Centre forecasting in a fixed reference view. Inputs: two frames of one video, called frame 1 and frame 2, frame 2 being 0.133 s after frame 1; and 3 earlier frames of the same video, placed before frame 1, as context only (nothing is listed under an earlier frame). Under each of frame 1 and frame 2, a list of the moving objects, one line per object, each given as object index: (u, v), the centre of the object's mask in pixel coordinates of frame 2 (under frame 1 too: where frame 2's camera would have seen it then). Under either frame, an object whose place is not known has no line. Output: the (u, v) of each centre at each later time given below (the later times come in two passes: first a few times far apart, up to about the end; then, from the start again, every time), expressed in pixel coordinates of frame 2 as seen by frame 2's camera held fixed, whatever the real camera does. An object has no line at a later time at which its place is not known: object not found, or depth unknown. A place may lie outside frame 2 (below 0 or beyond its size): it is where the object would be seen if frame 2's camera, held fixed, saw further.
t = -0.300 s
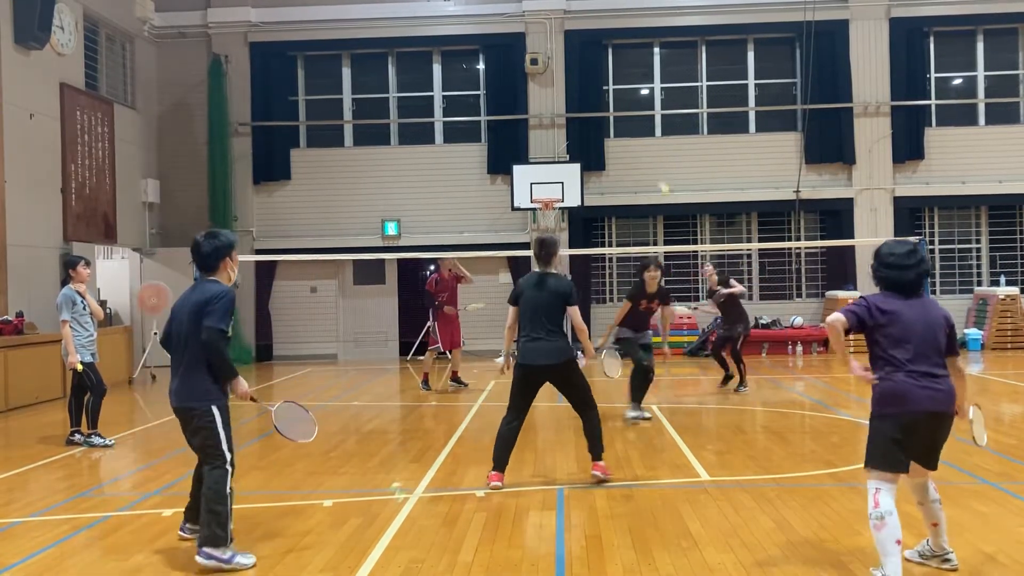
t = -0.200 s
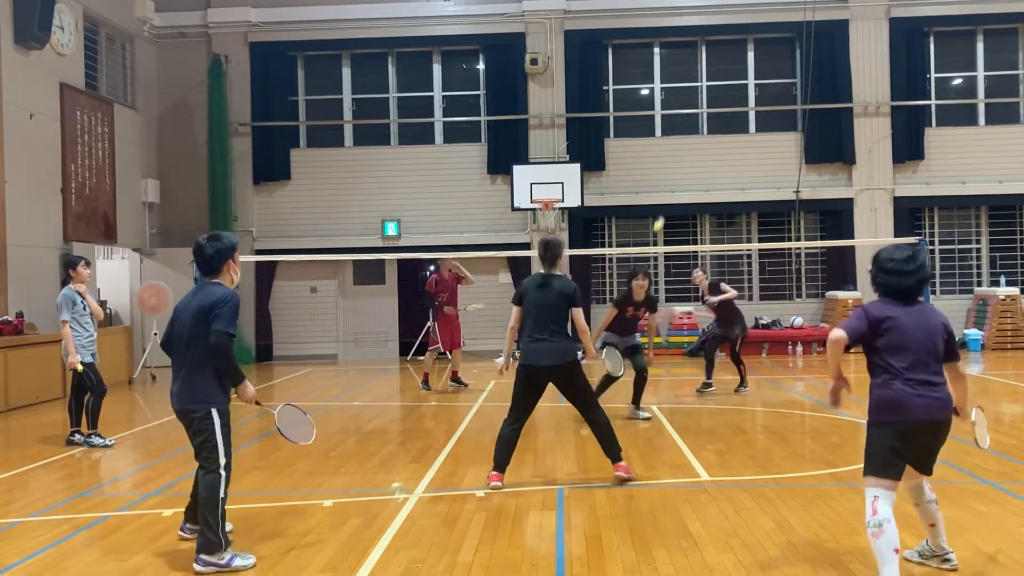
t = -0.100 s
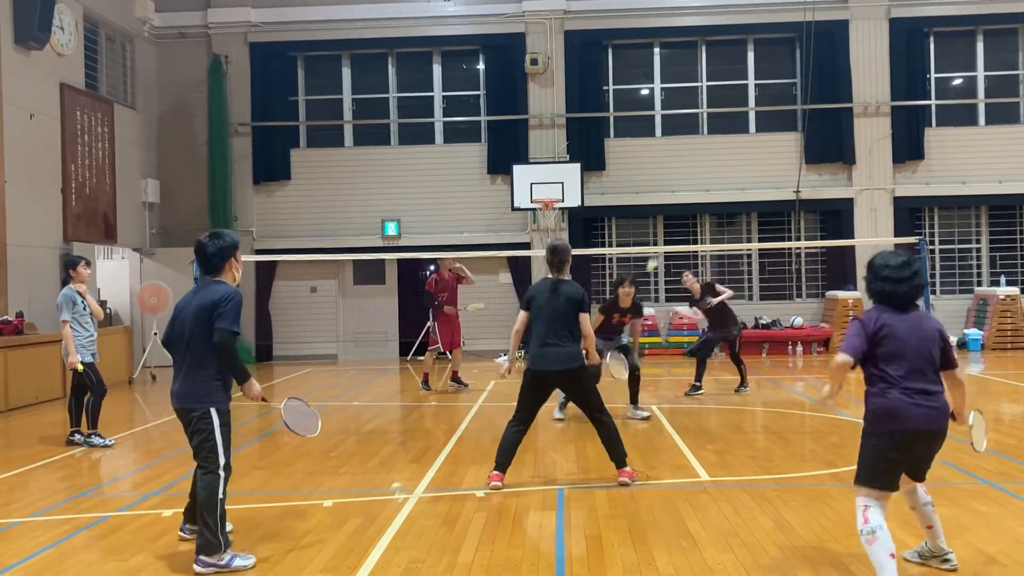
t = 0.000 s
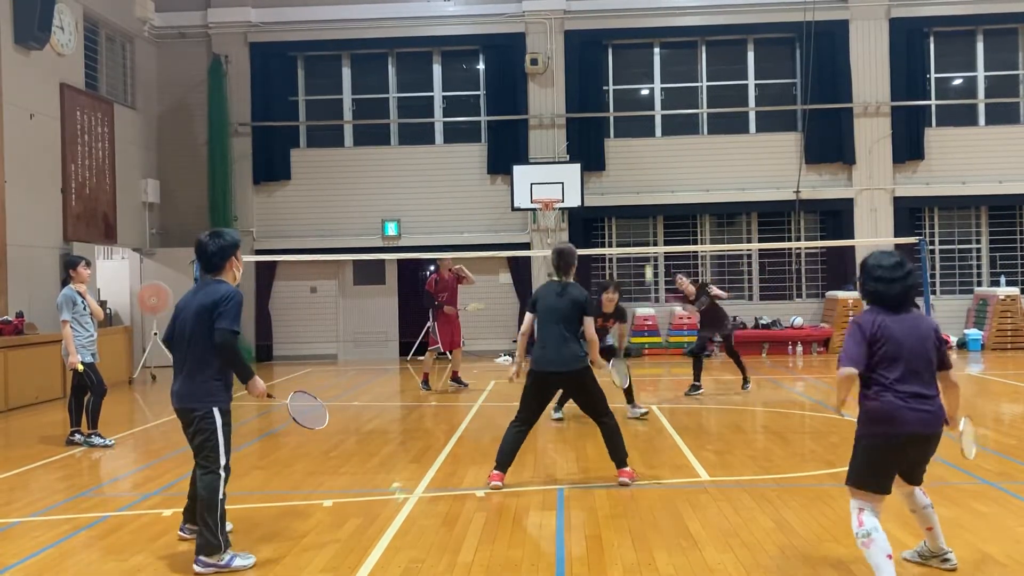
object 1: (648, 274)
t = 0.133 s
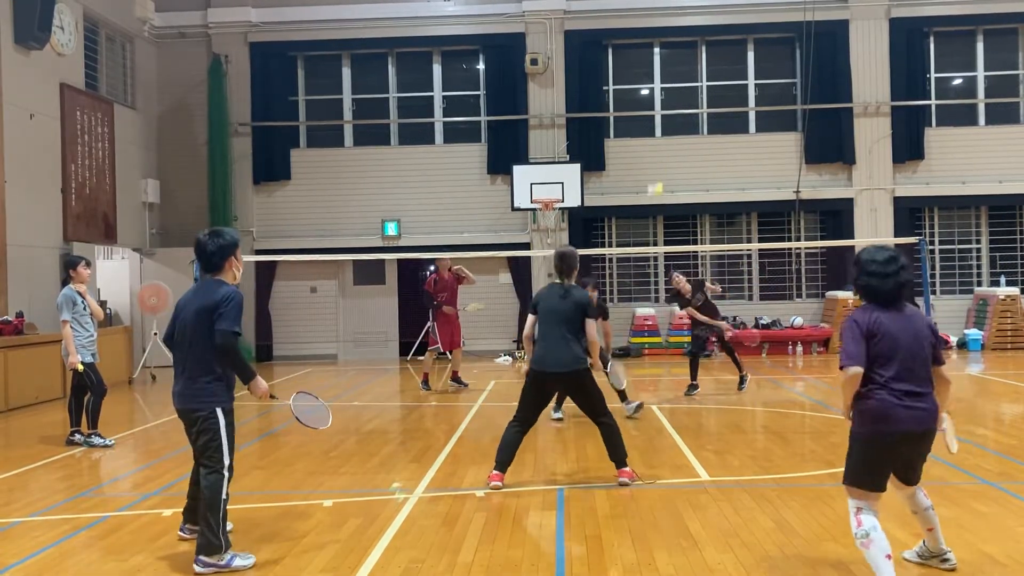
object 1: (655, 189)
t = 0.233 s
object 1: (664, 143)
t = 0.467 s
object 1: (670, 96)
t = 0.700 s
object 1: (683, 128)
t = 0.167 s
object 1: (657, 173)
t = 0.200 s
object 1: (661, 157)
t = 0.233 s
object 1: (664, 143)
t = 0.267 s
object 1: (665, 131)
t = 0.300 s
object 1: (665, 122)
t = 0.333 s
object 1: (665, 114)
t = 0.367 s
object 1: (665, 108)
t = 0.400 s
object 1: (667, 100)
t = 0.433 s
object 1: (668, 99)
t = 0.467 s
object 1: (670, 96)
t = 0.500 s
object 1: (672, 95)
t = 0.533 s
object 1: (673, 94)
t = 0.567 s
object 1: (675, 95)
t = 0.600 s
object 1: (677, 99)
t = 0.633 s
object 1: (679, 106)
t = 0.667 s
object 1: (681, 116)
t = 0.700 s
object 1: (683, 128)
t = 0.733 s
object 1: (686, 142)
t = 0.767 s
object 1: (690, 160)
